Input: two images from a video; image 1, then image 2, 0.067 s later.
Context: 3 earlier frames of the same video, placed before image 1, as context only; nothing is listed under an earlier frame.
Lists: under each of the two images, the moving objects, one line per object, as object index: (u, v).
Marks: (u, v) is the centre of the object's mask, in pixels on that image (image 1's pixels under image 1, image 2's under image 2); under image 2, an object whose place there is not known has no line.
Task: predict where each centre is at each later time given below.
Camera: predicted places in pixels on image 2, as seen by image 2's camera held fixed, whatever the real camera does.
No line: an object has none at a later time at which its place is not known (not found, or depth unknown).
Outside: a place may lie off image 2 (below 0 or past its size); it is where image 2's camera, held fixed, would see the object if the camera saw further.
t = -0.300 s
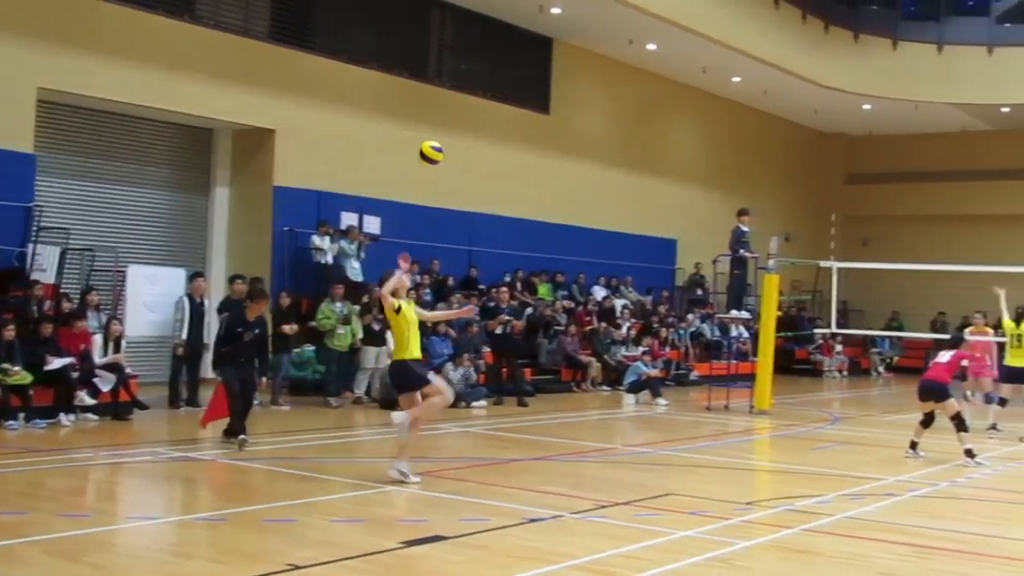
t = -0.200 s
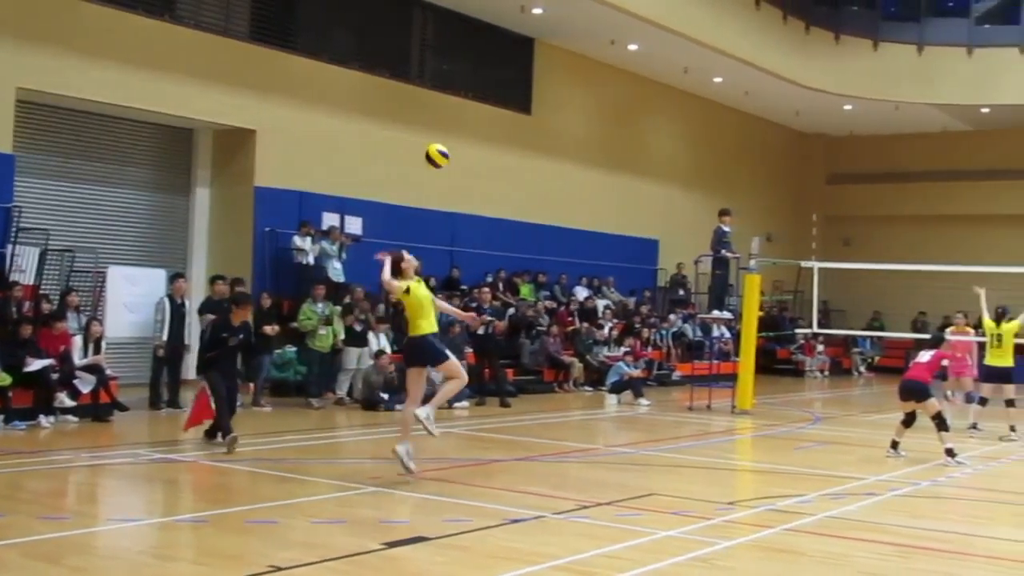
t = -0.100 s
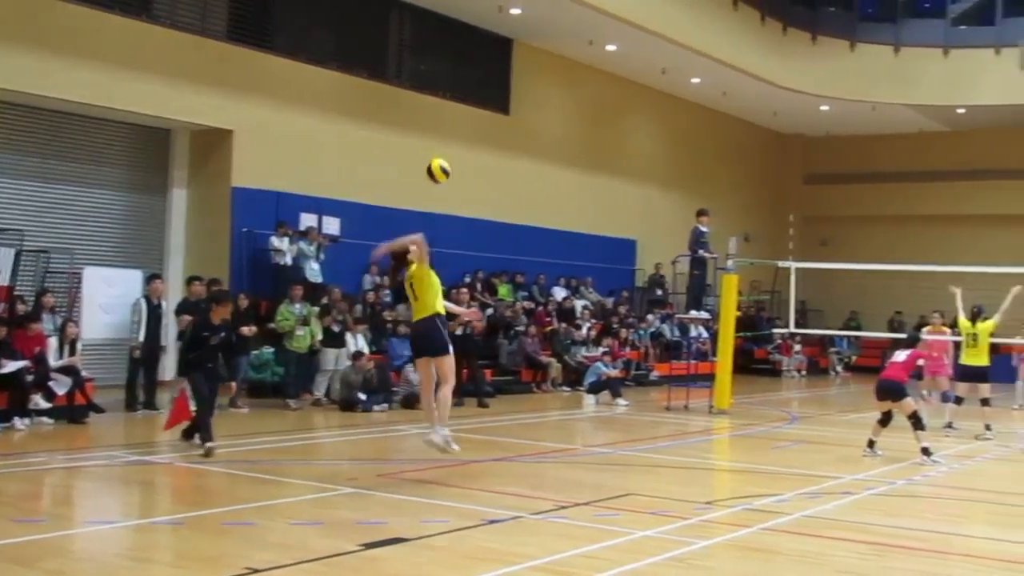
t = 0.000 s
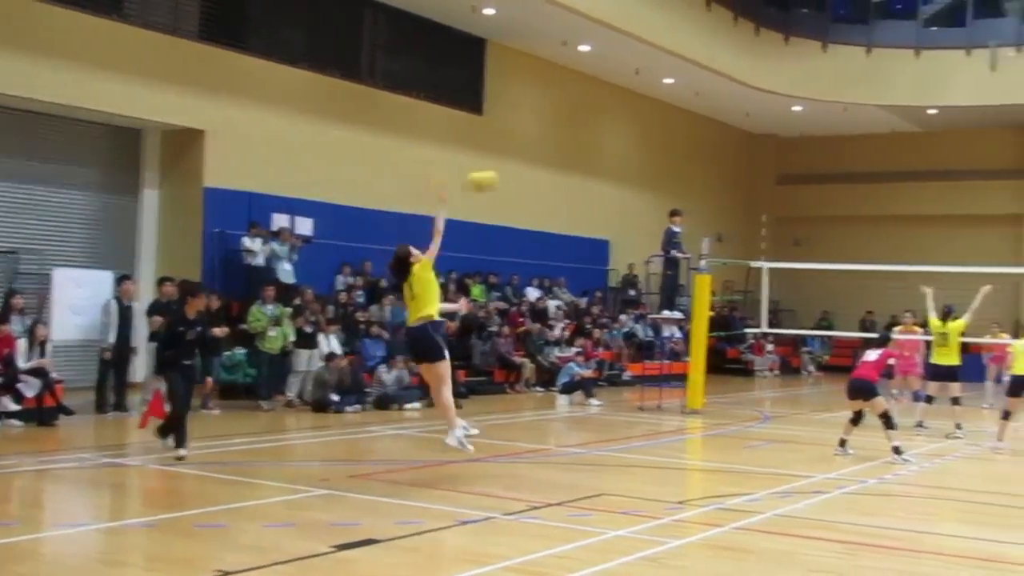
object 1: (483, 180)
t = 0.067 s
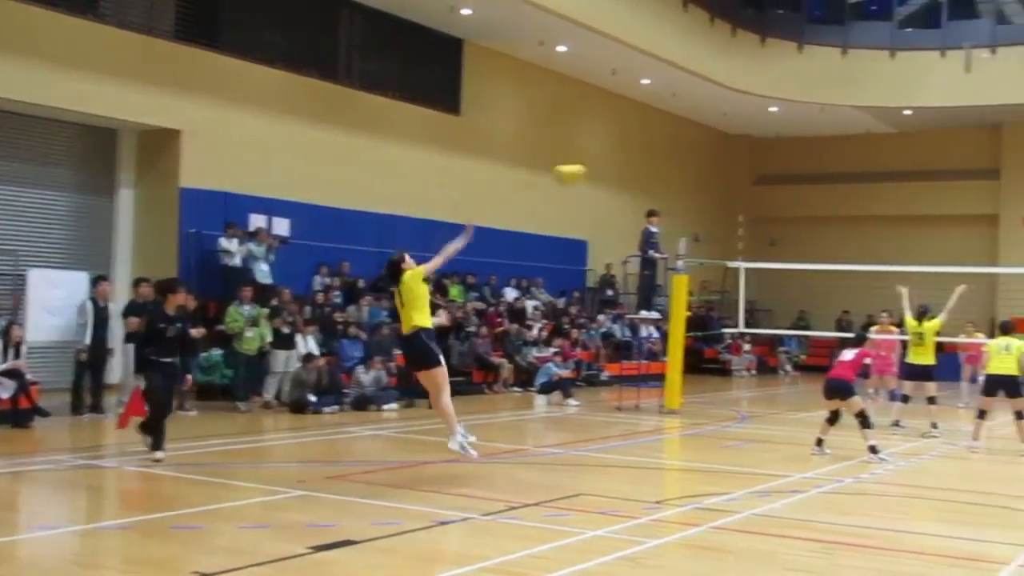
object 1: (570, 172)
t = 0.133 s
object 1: (669, 173)
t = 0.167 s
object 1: (714, 175)
